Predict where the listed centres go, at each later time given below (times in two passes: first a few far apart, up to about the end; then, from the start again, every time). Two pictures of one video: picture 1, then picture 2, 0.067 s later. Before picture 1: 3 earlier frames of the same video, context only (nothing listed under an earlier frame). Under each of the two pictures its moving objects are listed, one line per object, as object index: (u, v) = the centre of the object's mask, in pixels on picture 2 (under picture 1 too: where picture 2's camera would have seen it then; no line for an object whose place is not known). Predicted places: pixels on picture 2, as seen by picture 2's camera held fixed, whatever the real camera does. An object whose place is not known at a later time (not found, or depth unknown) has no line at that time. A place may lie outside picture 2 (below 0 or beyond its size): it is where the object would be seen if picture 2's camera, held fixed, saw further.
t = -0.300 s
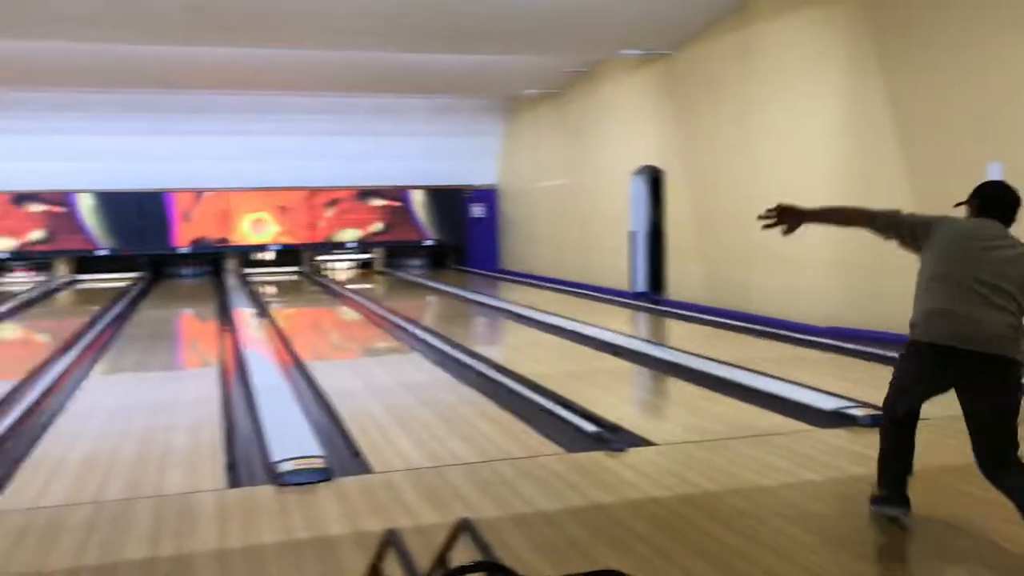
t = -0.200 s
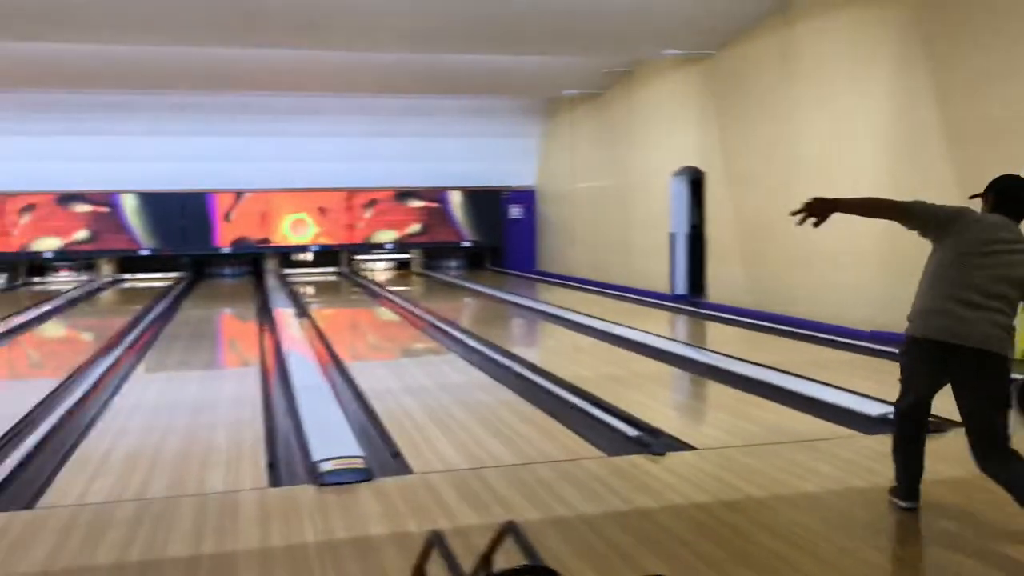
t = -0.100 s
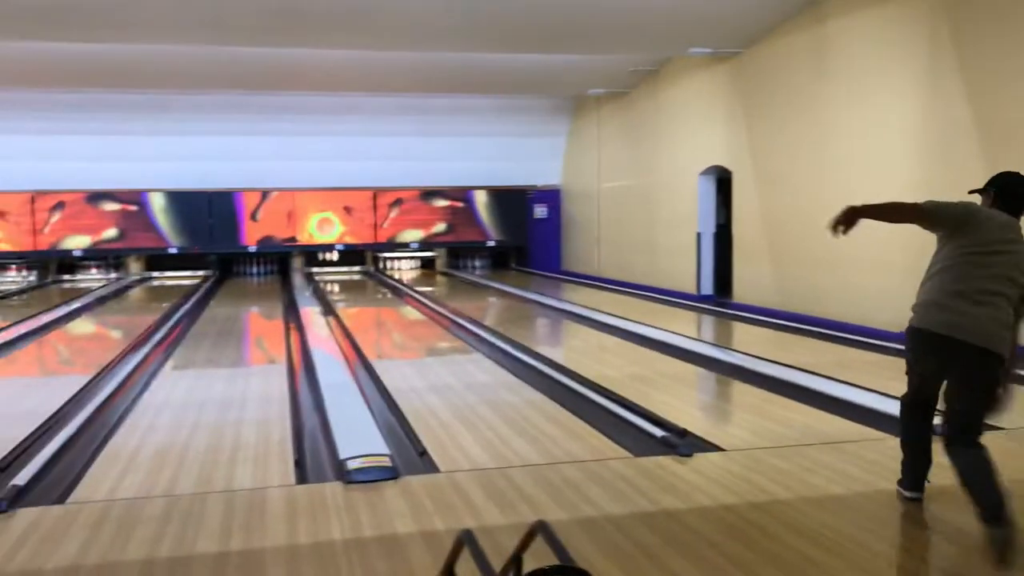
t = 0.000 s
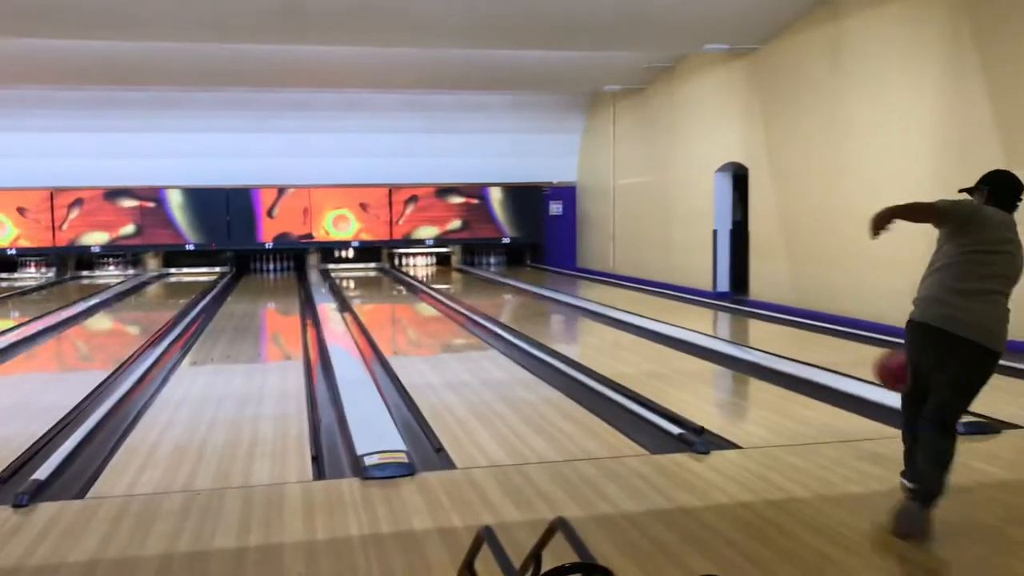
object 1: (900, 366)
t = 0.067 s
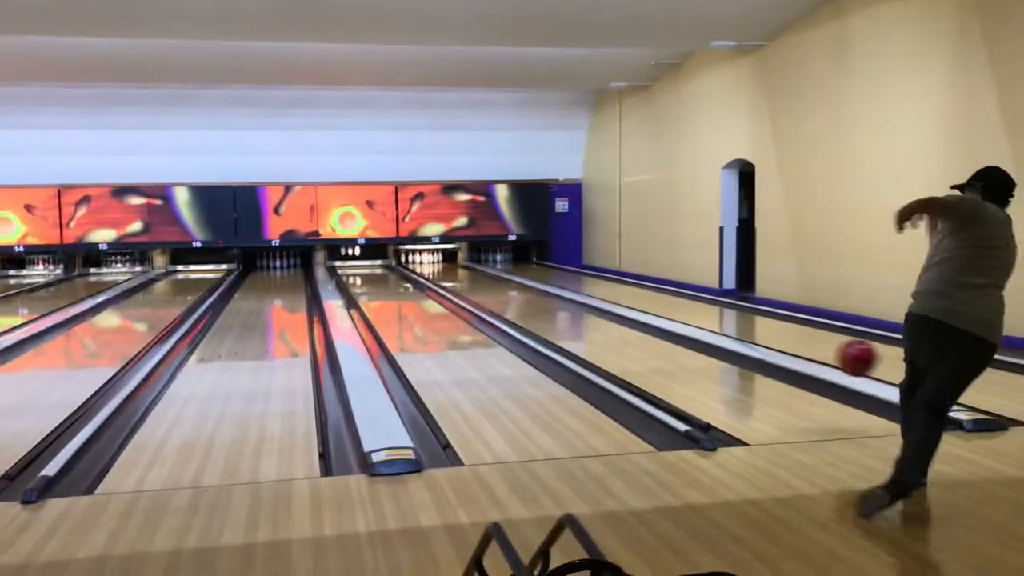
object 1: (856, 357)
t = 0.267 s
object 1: (750, 373)
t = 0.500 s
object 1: (671, 344)
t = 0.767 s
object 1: (610, 321)
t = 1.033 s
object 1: (568, 305)
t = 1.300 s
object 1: (535, 294)
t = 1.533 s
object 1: (514, 286)
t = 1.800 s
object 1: (492, 279)
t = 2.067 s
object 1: (473, 272)
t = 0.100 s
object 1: (834, 355)
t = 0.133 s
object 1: (816, 356)
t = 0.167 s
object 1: (798, 357)
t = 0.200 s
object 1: (781, 360)
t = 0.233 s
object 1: (766, 366)
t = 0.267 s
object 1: (750, 373)
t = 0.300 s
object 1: (738, 369)
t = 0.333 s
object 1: (725, 362)
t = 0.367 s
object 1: (712, 357)
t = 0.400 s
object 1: (700, 355)
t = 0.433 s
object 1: (690, 352)
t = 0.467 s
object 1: (681, 348)
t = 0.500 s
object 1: (671, 344)
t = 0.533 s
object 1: (662, 340)
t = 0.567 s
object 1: (654, 338)
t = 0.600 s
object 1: (645, 335)
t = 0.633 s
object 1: (638, 332)
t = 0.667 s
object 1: (631, 329)
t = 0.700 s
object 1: (624, 326)
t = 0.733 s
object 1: (617, 323)
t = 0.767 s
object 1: (610, 321)
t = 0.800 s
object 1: (605, 319)
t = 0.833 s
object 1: (599, 317)
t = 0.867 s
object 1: (593, 315)
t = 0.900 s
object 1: (587, 312)
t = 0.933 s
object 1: (582, 311)
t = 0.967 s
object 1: (576, 309)
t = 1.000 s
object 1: (572, 307)
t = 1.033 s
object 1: (568, 305)
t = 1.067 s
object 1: (563, 303)
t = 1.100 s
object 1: (558, 302)
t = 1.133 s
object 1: (554, 301)
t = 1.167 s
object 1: (550, 299)
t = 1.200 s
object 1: (546, 297)
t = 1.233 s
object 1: (542, 296)
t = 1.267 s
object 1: (539, 295)
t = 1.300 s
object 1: (535, 294)
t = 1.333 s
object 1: (533, 293)
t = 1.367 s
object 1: (529, 291)
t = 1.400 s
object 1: (525, 290)
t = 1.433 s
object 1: (523, 289)
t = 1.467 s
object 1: (519, 288)
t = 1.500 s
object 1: (516, 287)
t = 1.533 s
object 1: (514, 286)
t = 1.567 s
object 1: (510, 285)
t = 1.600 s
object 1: (507, 284)
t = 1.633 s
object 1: (504, 283)
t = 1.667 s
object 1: (502, 282)
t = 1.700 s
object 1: (499, 281)
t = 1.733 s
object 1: (497, 281)
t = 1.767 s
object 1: (494, 280)
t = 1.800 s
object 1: (492, 279)
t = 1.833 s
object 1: (489, 278)
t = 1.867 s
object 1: (487, 277)
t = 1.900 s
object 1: (483, 276)
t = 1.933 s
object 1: (482, 276)
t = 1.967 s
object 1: (480, 275)
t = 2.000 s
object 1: (476, 274)
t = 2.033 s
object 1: (474, 273)
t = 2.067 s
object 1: (473, 272)
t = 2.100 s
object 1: (469, 271)
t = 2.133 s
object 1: (467, 270)
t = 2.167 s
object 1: (465, 269)
